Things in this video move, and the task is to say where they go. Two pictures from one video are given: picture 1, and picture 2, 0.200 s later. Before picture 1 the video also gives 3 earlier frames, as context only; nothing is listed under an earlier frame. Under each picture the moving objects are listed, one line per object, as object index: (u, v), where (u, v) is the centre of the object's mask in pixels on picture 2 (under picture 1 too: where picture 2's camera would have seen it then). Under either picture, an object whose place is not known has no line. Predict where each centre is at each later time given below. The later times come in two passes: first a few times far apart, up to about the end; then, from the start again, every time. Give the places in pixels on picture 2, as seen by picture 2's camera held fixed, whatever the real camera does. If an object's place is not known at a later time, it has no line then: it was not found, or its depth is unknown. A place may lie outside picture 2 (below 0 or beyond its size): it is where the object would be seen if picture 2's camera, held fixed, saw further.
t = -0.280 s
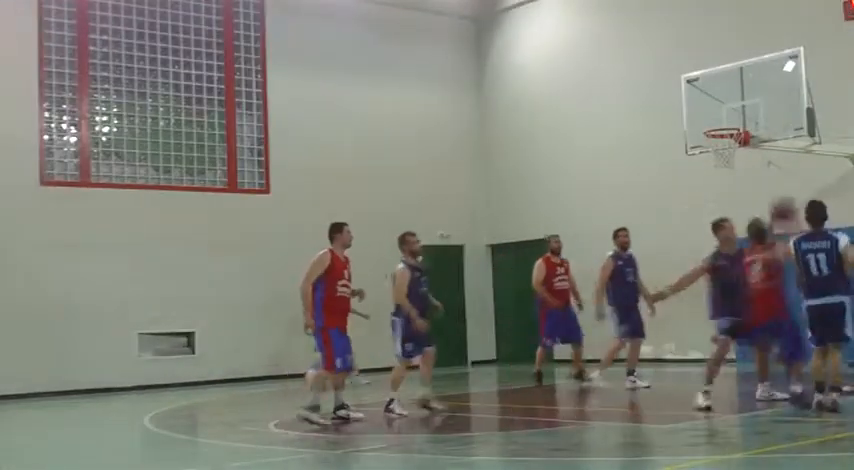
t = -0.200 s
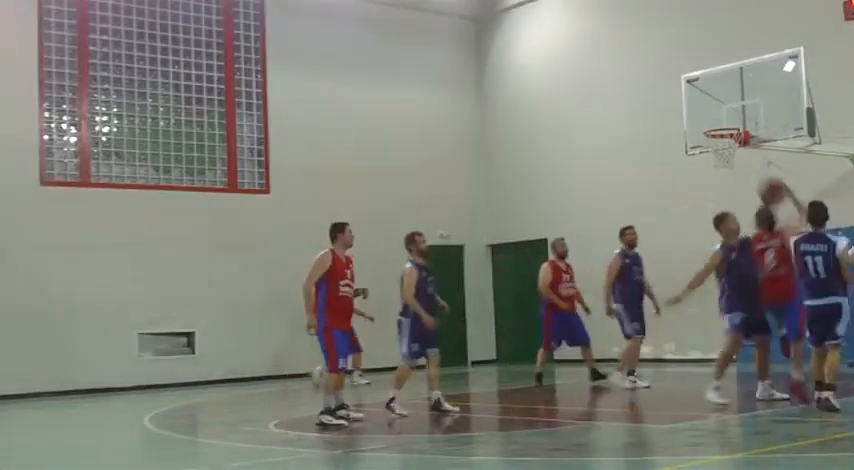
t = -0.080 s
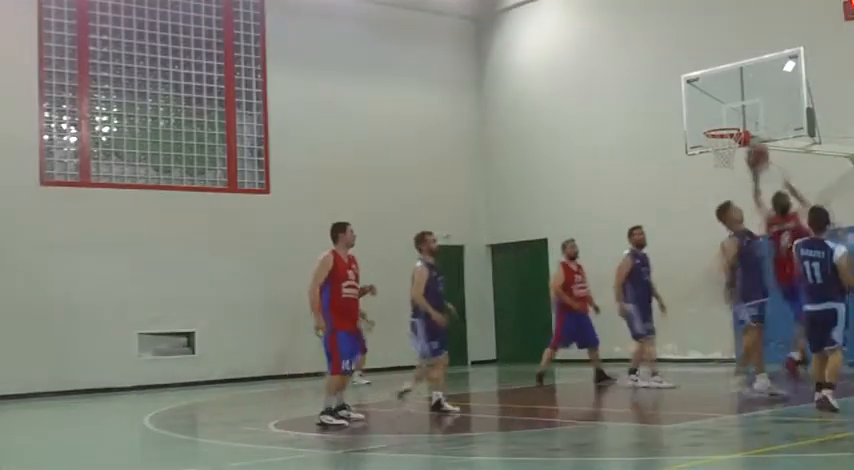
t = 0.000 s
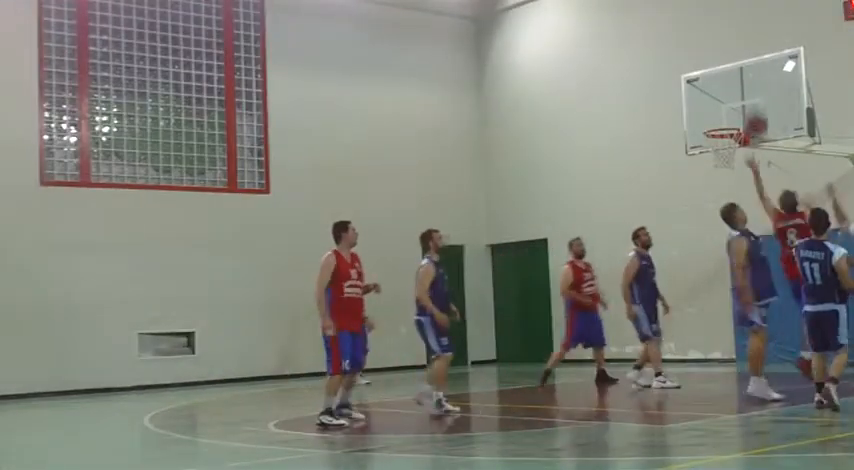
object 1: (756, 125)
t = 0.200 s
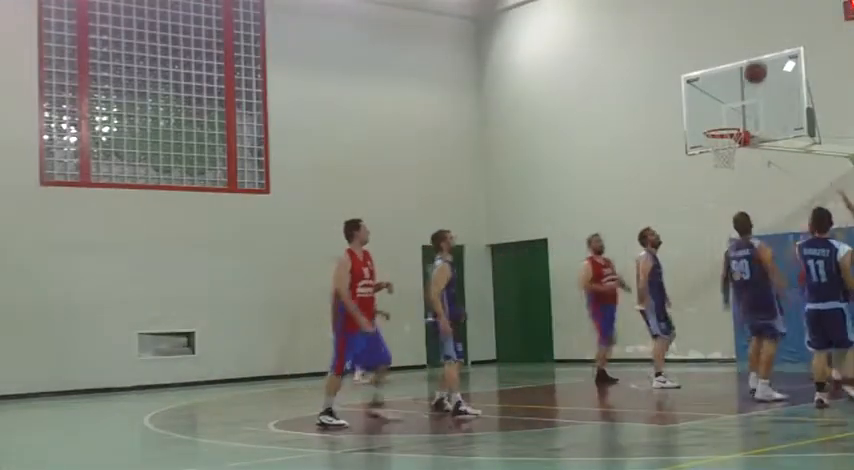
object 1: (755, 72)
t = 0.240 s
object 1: (755, 66)
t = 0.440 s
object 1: (758, 61)
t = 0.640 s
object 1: (762, 86)
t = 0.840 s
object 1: (742, 115)
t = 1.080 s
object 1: (734, 98)
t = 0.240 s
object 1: (755, 66)
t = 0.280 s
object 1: (756, 62)
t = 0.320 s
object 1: (756, 60)
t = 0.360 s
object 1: (757, 59)
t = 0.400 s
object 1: (757, 59)
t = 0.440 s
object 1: (758, 61)
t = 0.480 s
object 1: (758, 63)
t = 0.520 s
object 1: (760, 68)
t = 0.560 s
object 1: (760, 73)
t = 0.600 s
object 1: (761, 79)
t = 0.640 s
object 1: (762, 86)
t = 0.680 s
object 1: (763, 96)
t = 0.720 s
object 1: (761, 104)
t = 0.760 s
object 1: (753, 111)
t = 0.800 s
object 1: (746, 117)
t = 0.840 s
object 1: (742, 115)
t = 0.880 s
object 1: (740, 109)
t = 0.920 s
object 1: (739, 105)
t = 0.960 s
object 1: (737, 101)
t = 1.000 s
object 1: (736, 99)
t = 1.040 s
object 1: (735, 98)
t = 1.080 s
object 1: (734, 98)
